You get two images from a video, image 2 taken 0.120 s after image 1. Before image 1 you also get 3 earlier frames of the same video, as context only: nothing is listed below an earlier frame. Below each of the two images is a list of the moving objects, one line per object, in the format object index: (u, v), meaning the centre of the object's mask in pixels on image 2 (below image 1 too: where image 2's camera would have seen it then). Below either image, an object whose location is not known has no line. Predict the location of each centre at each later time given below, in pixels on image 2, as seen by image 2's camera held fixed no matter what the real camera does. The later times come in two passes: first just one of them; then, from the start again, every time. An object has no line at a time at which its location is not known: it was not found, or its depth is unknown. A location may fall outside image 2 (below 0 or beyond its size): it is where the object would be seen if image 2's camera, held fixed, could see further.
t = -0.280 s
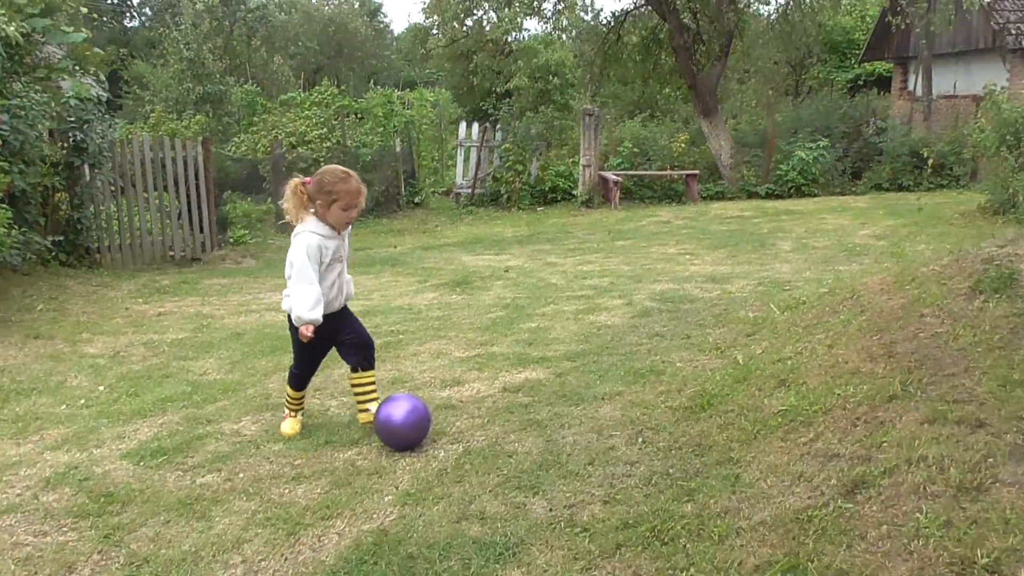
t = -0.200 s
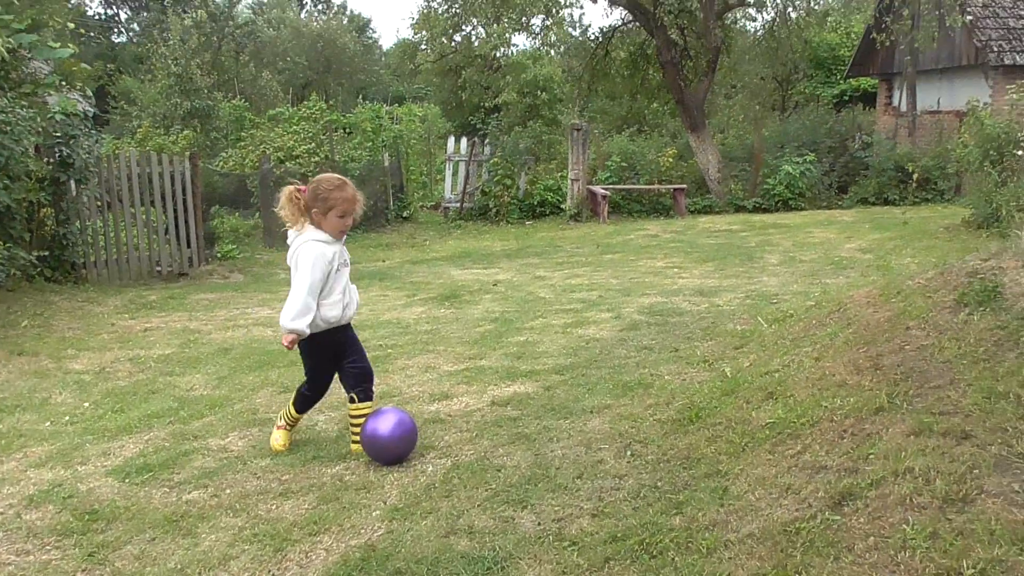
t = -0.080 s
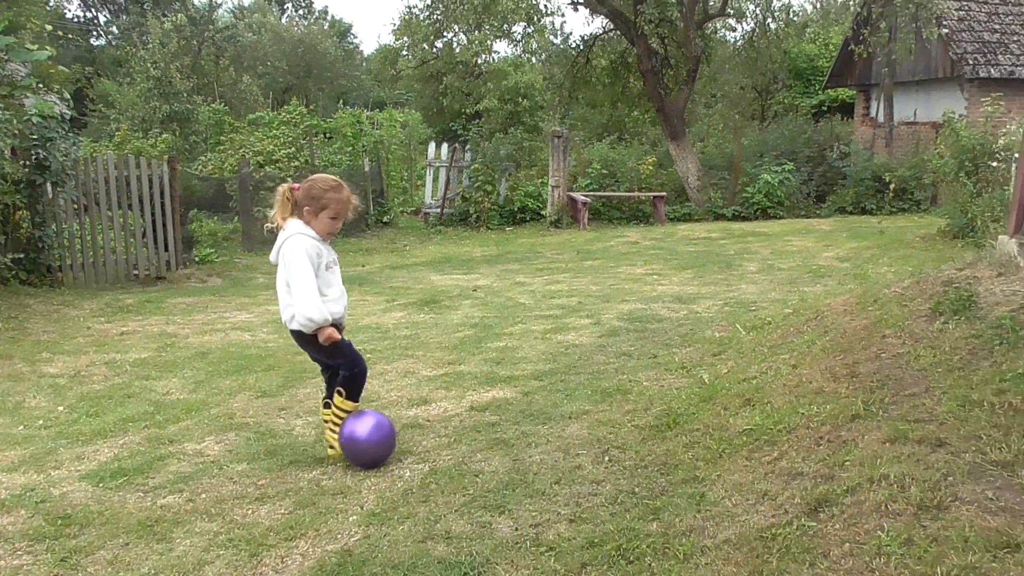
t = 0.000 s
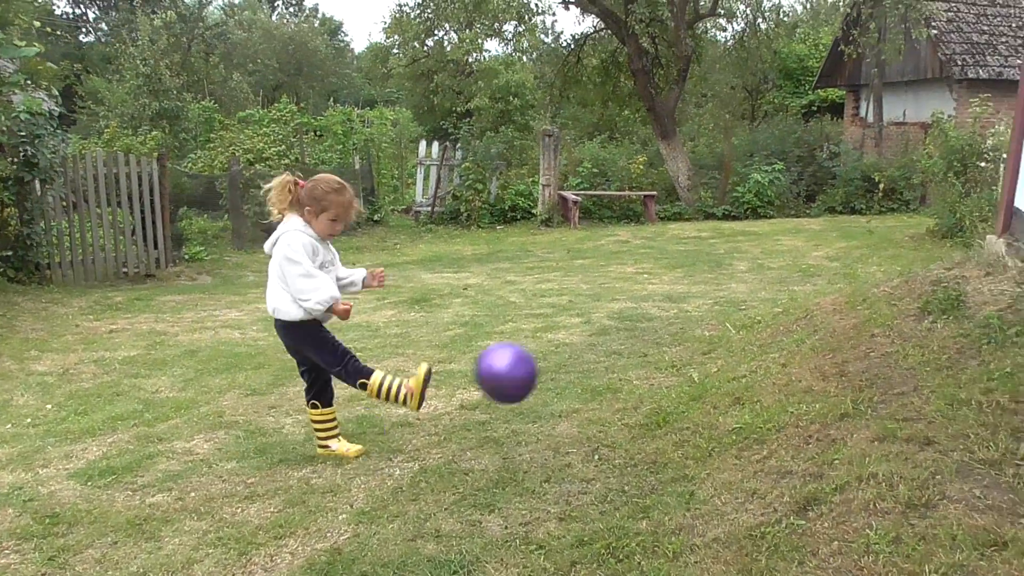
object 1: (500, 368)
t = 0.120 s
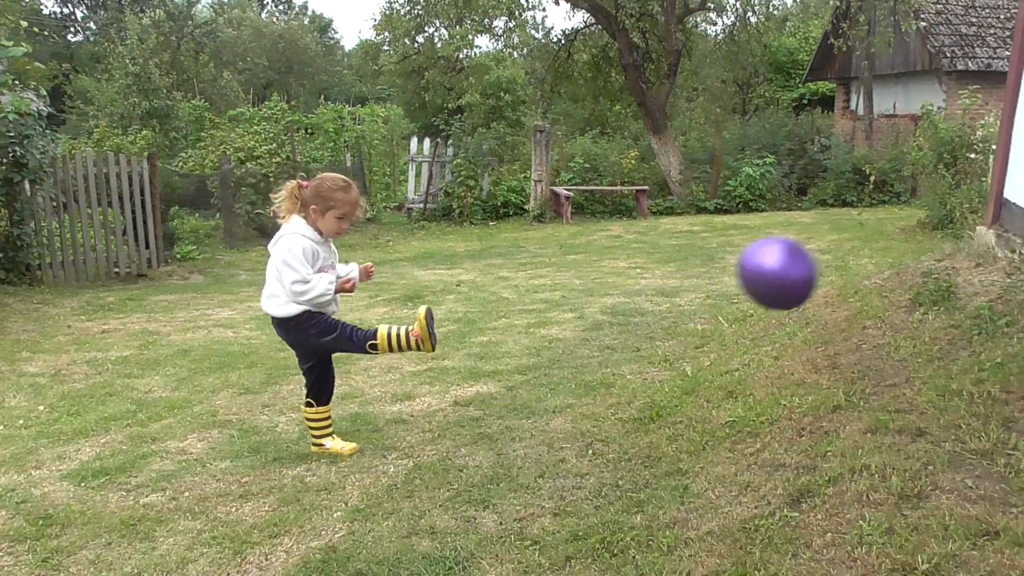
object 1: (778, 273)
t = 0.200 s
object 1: (998, 218)
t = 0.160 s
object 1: (889, 244)
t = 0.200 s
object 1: (998, 218)
